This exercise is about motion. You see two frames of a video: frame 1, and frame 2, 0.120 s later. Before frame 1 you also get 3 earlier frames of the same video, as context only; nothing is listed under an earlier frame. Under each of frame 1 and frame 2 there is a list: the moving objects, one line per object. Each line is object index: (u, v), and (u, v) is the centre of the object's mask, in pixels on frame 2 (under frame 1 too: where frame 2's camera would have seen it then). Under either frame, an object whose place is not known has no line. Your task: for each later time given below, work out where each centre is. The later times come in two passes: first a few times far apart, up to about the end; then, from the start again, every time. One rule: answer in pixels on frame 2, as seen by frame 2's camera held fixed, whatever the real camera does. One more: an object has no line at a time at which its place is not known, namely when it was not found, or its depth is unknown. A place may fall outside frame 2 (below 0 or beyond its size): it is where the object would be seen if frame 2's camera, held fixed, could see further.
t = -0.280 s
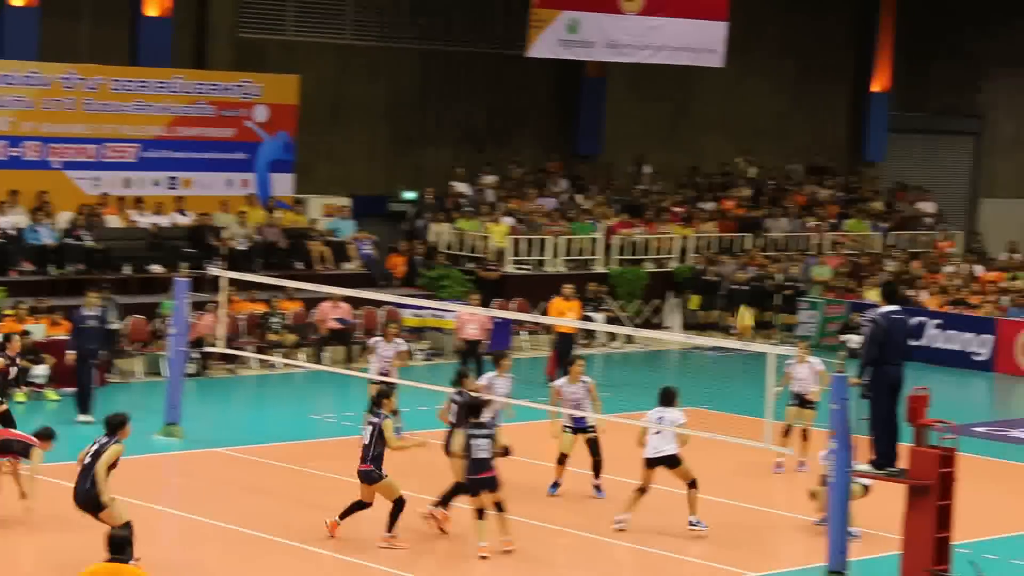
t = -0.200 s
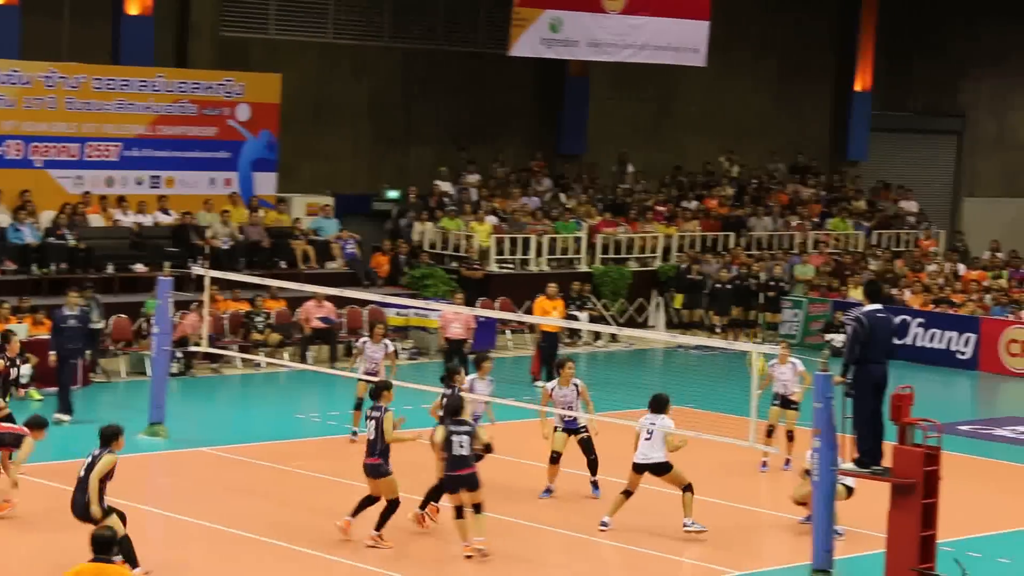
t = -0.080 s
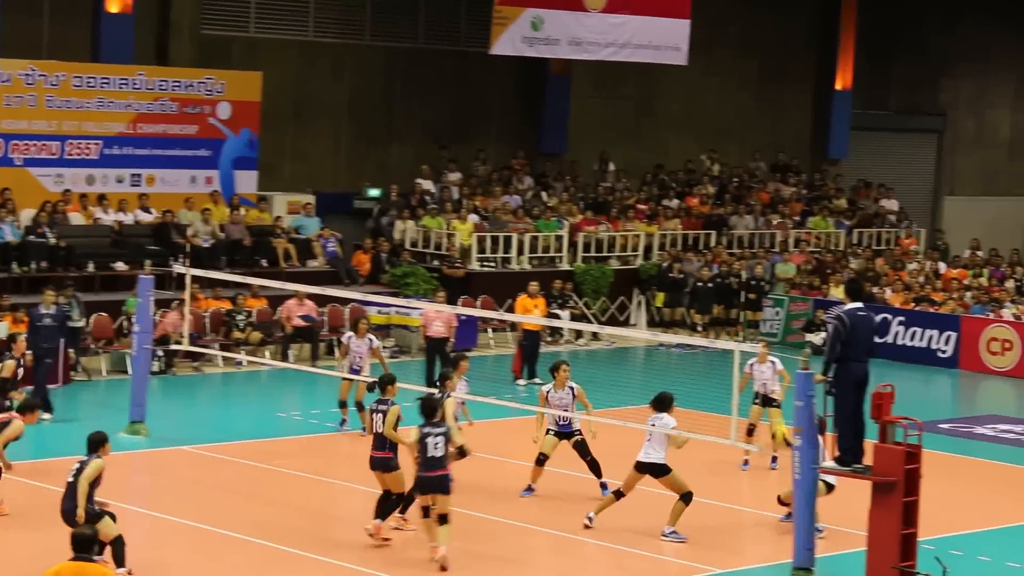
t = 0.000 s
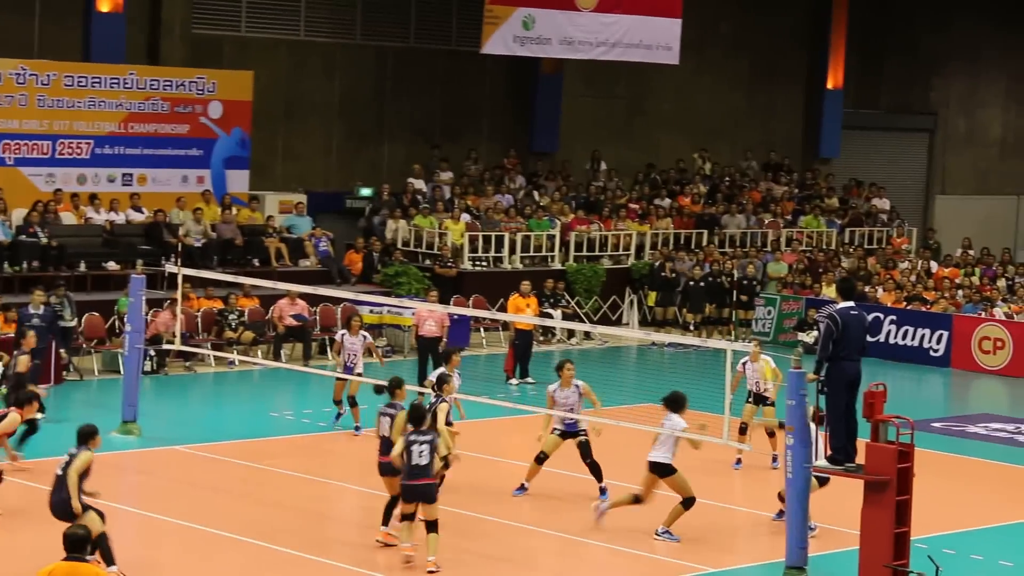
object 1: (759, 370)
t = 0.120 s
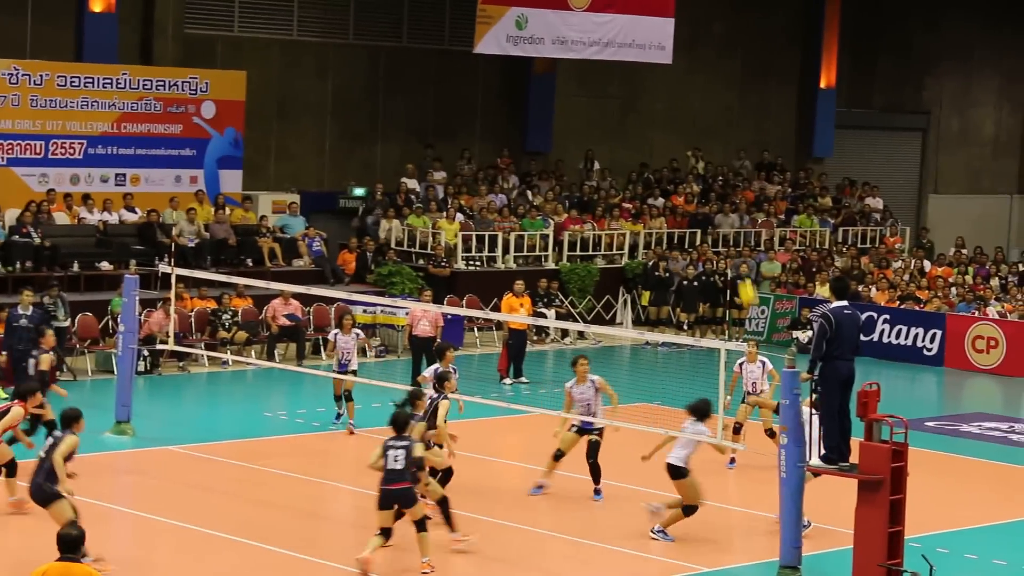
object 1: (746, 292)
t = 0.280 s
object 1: (734, 212)
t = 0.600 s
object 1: (703, 117)
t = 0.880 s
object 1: (673, 110)
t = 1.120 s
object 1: (644, 158)
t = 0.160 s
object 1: (744, 270)
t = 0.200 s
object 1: (741, 249)
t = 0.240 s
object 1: (737, 230)
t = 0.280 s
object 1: (734, 212)
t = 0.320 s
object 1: (730, 195)
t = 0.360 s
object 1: (727, 179)
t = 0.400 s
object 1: (723, 166)
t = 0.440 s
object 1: (719, 153)
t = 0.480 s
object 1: (715, 142)
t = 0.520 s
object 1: (712, 133)
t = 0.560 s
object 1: (708, 124)
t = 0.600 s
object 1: (703, 117)
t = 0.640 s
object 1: (699, 112)
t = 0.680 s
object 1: (695, 108)
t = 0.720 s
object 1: (691, 106)
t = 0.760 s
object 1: (686, 104)
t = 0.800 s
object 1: (682, 105)
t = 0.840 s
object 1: (677, 106)
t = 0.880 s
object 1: (673, 110)
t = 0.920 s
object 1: (668, 114)
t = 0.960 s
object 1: (663, 120)
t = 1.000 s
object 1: (659, 127)
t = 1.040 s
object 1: (654, 136)
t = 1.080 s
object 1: (648, 146)
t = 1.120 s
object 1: (644, 158)
